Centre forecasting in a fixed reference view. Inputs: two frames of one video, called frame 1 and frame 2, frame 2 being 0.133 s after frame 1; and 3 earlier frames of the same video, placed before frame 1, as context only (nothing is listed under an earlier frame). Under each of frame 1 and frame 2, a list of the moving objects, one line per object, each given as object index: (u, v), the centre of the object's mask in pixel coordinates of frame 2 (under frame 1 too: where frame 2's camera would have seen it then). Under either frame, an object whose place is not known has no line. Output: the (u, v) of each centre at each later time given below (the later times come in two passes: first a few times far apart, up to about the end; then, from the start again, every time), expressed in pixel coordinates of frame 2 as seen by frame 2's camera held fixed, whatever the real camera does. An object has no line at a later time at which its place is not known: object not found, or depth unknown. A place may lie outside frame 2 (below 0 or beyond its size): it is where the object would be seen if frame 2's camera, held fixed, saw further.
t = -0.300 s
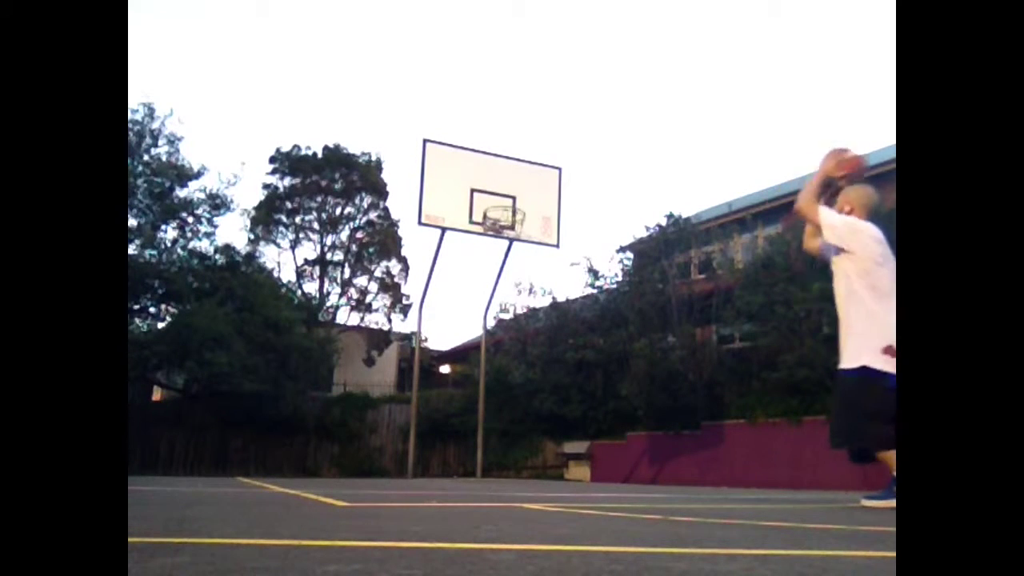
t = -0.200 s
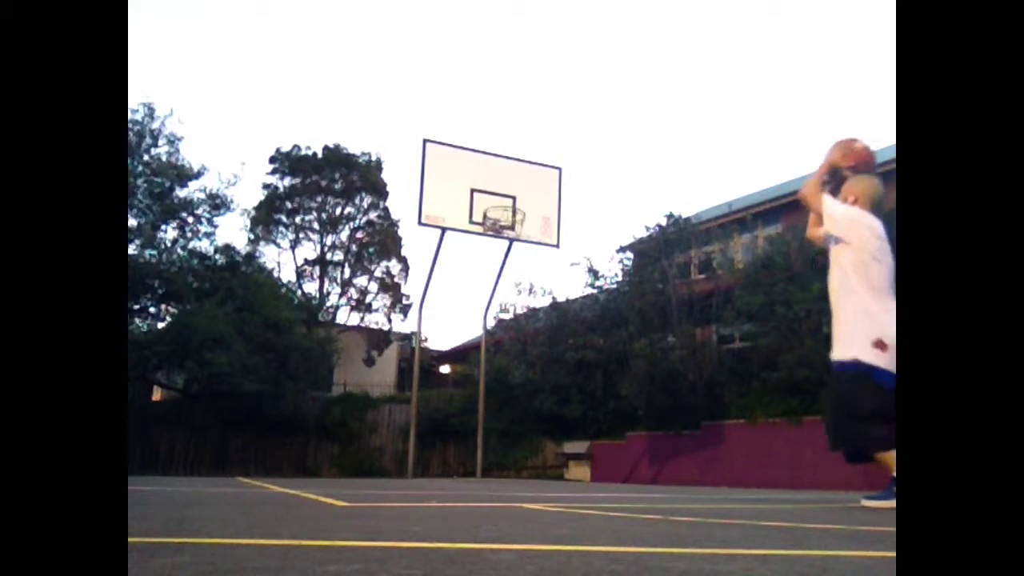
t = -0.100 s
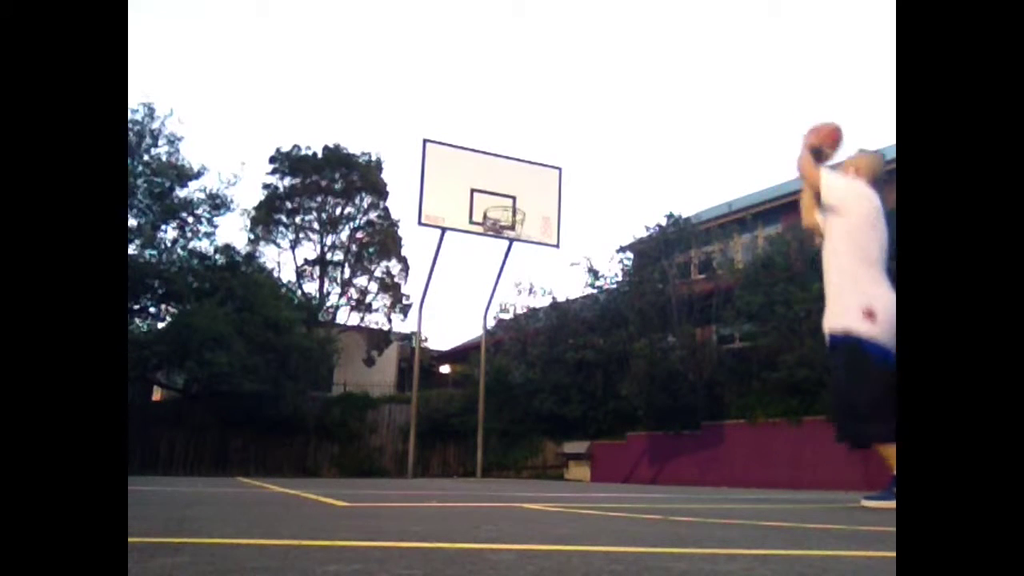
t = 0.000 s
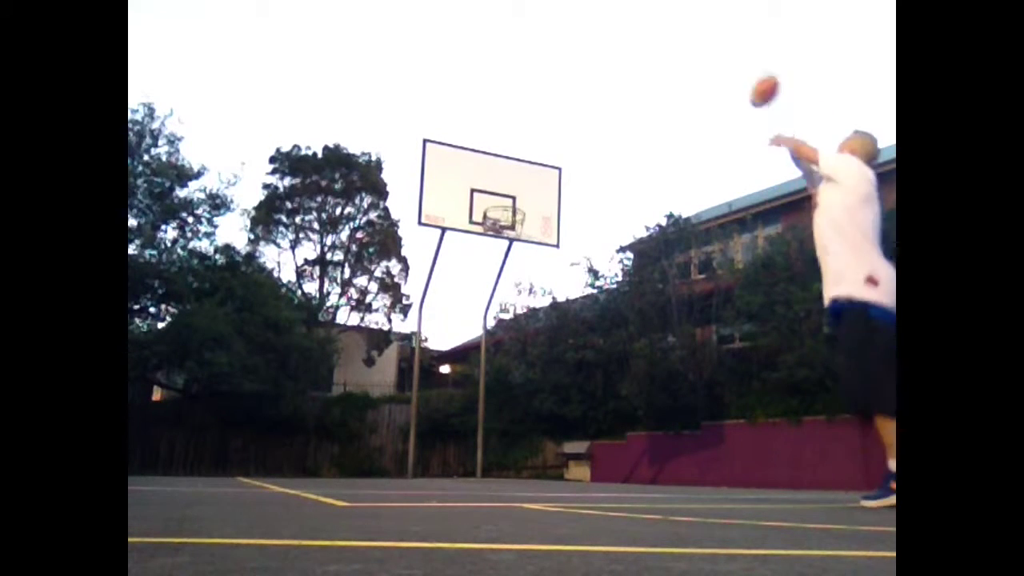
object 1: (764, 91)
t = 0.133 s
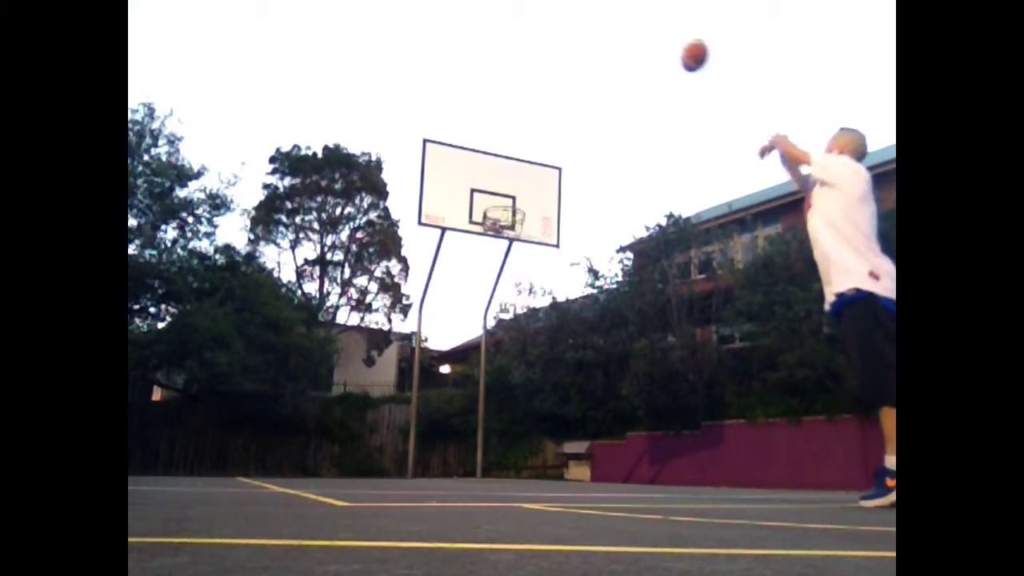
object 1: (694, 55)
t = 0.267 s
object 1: (643, 49)
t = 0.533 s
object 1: (572, 86)
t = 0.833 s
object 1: (516, 179)
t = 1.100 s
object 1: (514, 227)
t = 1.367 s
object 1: (535, 276)
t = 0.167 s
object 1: (680, 51)
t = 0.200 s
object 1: (667, 49)
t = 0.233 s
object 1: (655, 49)
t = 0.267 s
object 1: (643, 49)
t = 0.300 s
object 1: (633, 51)
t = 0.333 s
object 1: (623, 53)
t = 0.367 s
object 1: (613, 57)
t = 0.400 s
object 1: (604, 61)
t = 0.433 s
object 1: (596, 66)
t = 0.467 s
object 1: (588, 72)
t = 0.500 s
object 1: (580, 79)
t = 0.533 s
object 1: (572, 86)
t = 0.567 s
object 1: (565, 94)
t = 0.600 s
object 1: (558, 103)
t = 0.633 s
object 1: (551, 112)
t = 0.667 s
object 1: (545, 122)
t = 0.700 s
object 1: (539, 133)
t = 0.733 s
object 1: (533, 144)
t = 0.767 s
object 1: (527, 156)
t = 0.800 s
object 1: (521, 167)
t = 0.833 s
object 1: (516, 179)
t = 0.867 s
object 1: (511, 191)
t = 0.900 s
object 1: (505, 203)
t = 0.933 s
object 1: (502, 218)
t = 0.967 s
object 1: (503, 221)
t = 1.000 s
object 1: (507, 224)
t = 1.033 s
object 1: (510, 225)
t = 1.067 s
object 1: (513, 226)
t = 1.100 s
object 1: (514, 227)
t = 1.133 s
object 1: (517, 228)
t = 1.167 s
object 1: (520, 231)
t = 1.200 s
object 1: (522, 236)
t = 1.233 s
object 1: (524, 241)
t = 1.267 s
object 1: (527, 247)
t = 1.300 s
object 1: (530, 257)
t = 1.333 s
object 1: (532, 266)
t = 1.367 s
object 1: (535, 276)
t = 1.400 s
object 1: (537, 288)
